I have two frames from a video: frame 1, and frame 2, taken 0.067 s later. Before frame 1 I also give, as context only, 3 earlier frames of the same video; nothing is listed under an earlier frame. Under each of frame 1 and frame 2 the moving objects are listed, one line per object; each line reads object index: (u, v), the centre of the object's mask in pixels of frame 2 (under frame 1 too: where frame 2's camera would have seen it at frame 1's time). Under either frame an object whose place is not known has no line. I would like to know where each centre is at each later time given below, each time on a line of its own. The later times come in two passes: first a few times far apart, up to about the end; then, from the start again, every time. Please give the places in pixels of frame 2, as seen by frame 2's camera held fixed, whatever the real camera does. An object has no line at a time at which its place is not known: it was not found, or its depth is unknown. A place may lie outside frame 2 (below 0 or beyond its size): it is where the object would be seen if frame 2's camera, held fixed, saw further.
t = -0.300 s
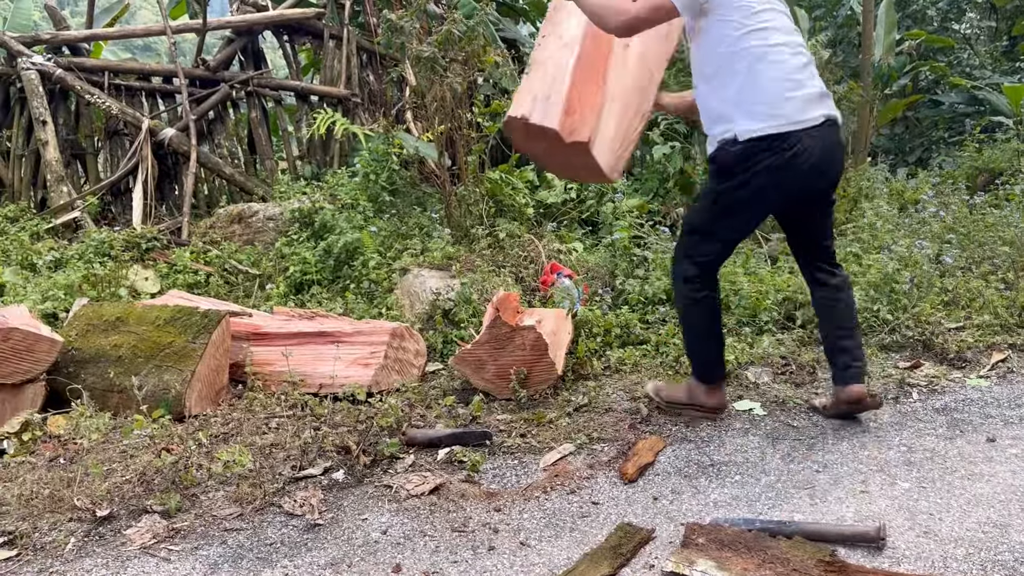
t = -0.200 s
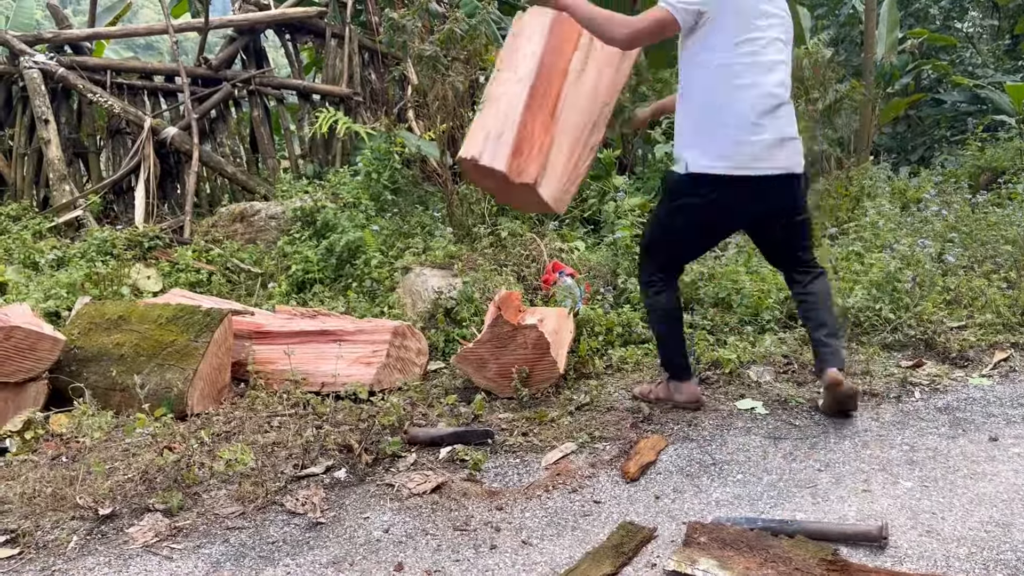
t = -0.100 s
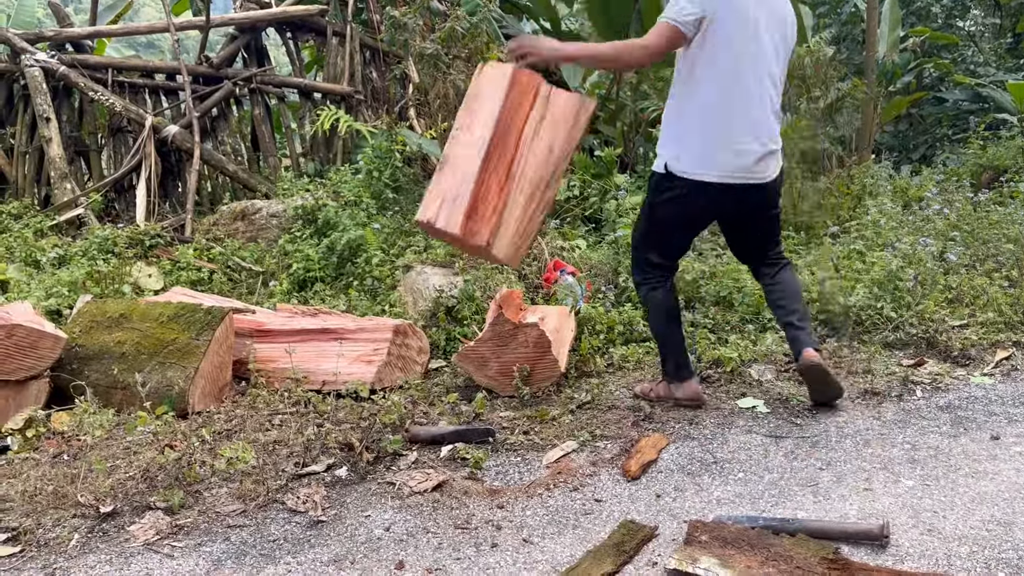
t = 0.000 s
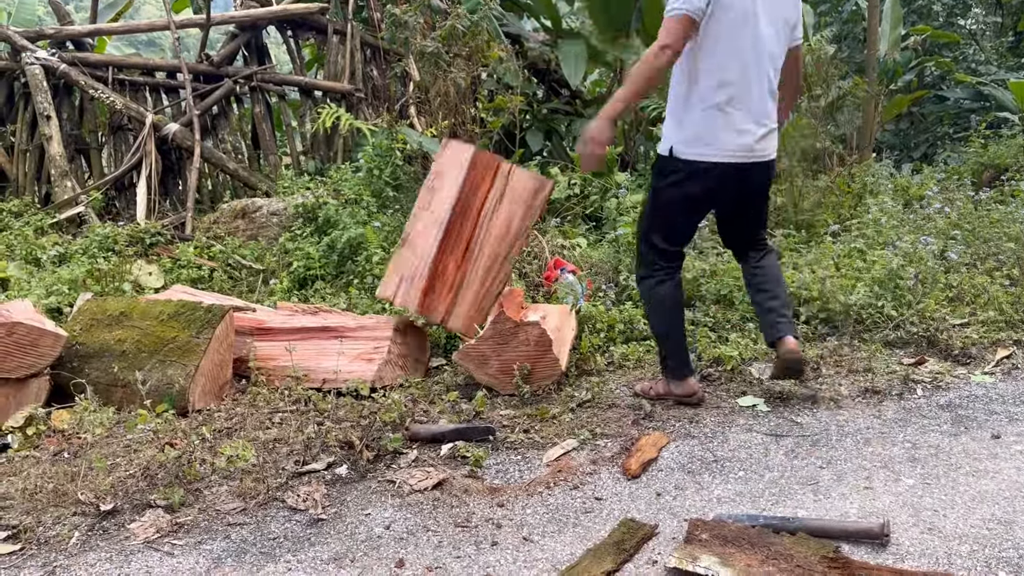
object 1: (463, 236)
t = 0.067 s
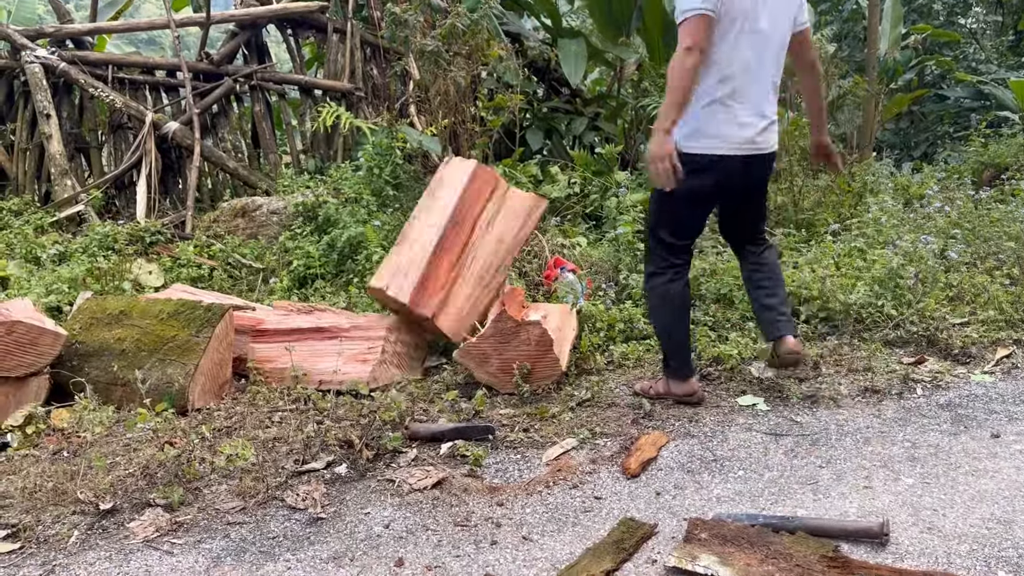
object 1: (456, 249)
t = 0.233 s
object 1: (450, 261)
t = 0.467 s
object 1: (448, 261)
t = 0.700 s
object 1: (455, 273)
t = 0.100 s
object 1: (456, 251)
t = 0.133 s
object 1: (456, 257)
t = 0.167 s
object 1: (454, 260)
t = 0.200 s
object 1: (452, 263)
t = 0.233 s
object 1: (450, 261)
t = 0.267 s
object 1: (452, 261)
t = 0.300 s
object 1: (449, 259)
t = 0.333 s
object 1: (448, 258)
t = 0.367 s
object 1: (447, 258)
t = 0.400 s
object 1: (447, 258)
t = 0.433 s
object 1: (447, 260)
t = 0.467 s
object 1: (448, 261)
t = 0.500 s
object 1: (449, 264)
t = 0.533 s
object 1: (452, 267)
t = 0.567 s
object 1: (455, 270)
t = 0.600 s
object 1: (455, 271)
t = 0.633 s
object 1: (455, 271)
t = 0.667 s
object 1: (454, 272)
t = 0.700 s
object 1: (455, 273)
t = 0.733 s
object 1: (454, 273)
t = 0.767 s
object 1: (454, 273)
